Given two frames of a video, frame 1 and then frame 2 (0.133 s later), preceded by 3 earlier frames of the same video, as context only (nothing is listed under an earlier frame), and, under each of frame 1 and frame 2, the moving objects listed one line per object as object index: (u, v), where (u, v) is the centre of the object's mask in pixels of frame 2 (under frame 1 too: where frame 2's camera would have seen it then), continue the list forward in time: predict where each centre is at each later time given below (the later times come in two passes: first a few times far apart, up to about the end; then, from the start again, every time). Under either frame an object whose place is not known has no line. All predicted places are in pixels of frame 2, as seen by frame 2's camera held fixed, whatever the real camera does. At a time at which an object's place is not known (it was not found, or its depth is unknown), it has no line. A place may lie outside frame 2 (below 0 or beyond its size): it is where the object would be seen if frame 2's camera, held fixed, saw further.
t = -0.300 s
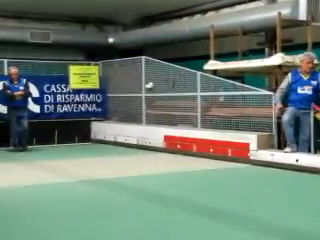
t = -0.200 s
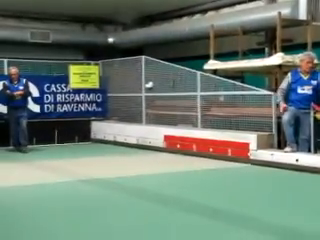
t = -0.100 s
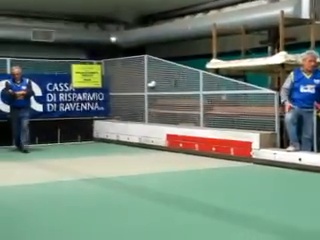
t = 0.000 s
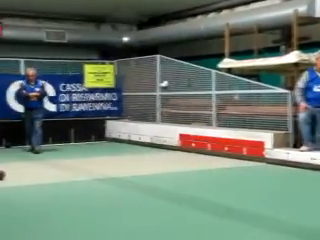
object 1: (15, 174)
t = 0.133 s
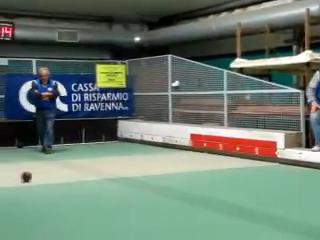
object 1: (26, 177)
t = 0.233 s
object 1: (37, 178)
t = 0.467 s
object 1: (64, 182)
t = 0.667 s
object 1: (88, 186)
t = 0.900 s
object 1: (119, 190)
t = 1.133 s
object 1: (152, 195)
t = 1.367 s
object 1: (189, 200)
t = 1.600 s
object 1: (228, 206)
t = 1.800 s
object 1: (269, 214)
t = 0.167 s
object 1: (29, 177)
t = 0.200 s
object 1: (33, 178)
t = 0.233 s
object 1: (37, 178)
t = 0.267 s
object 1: (41, 179)
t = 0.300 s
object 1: (45, 179)
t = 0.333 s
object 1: (48, 180)
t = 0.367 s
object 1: (52, 180)
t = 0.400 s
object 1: (56, 181)
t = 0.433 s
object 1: (60, 182)
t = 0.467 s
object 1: (64, 182)
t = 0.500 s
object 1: (67, 183)
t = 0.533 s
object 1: (72, 184)
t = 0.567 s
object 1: (76, 184)
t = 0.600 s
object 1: (80, 184)
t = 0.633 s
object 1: (85, 185)
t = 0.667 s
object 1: (88, 186)
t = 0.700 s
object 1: (93, 186)
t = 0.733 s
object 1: (97, 187)
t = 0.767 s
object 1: (101, 188)
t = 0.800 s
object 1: (105, 188)
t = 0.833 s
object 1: (110, 189)
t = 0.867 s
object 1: (115, 190)
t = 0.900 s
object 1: (119, 190)
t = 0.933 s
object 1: (124, 191)
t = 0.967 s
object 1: (128, 192)
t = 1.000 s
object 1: (133, 192)
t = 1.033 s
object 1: (138, 193)
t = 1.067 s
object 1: (143, 194)
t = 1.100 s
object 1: (147, 195)
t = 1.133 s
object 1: (152, 195)
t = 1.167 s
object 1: (157, 196)
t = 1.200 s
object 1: (162, 197)
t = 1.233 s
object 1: (167, 197)
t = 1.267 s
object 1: (172, 198)
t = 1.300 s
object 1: (178, 199)
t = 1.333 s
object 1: (183, 199)
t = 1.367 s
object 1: (189, 200)
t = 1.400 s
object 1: (193, 201)
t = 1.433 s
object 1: (199, 202)
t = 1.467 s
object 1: (206, 202)
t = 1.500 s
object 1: (210, 204)
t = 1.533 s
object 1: (216, 204)
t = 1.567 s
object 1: (222, 205)
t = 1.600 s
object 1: (228, 206)
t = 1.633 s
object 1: (235, 207)
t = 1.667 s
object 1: (240, 208)
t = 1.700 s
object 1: (248, 209)
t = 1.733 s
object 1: (255, 211)
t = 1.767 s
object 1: (261, 212)
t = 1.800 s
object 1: (269, 214)
